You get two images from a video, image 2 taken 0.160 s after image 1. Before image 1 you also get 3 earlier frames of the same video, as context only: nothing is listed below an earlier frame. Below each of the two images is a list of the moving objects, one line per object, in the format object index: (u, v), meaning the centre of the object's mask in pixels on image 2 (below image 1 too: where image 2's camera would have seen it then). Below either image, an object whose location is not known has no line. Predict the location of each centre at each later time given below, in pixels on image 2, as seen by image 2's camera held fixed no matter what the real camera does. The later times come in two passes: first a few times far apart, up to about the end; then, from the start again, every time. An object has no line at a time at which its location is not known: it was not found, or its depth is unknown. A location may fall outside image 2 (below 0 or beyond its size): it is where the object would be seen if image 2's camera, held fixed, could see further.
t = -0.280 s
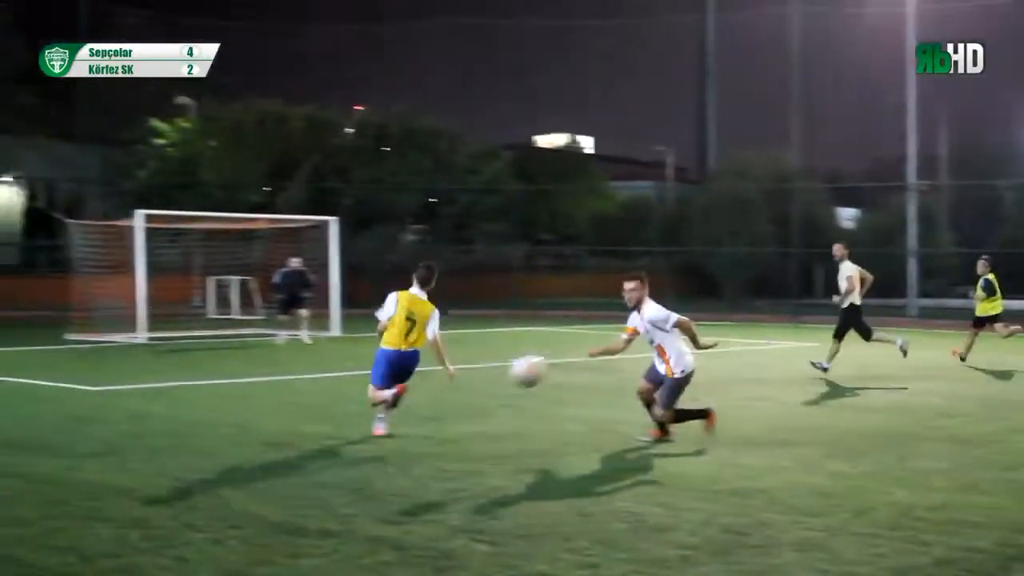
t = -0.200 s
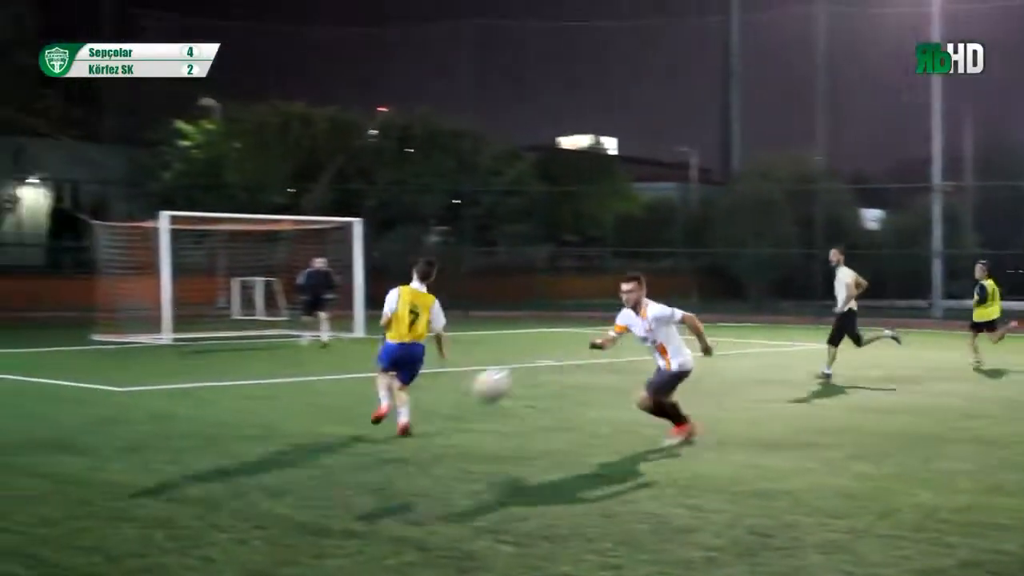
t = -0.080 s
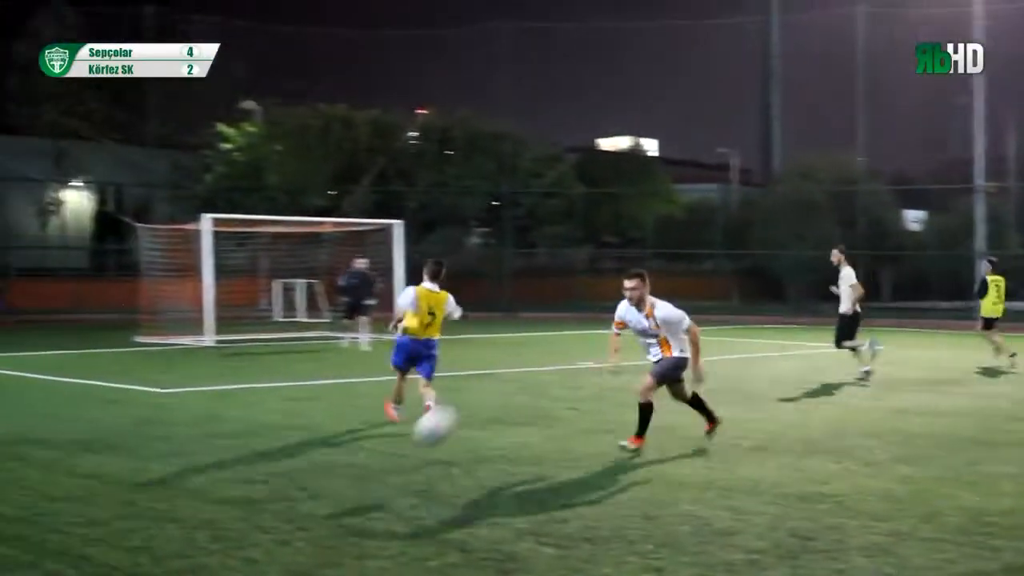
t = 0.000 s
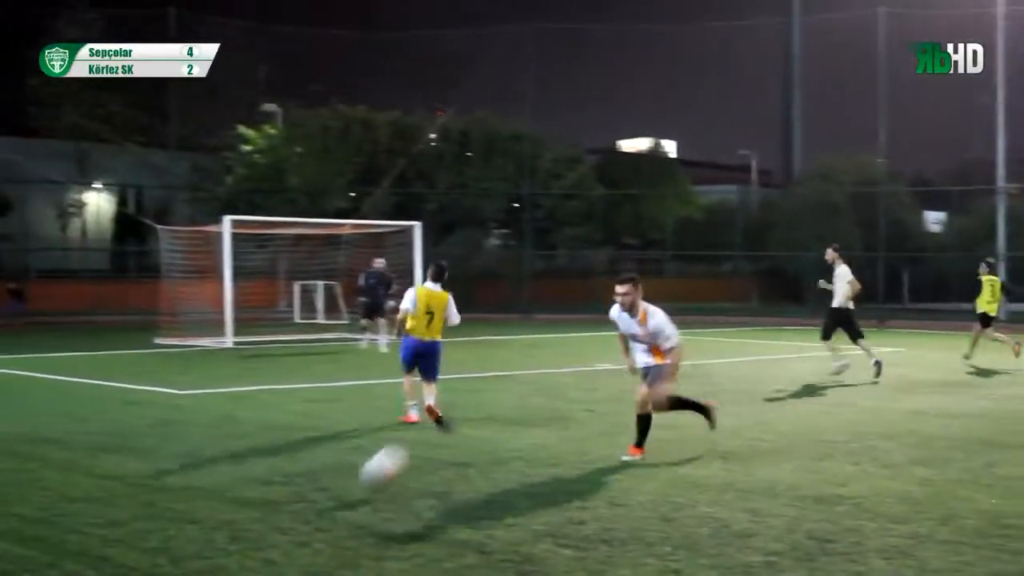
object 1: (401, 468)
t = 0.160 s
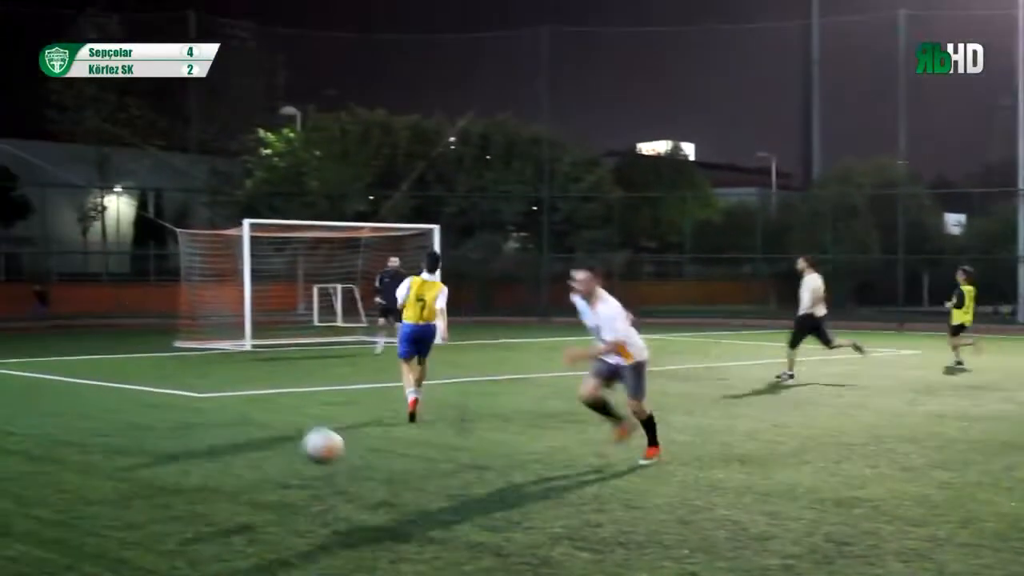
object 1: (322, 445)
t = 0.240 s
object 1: (288, 433)
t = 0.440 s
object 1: (196, 448)
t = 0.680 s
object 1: (67, 497)
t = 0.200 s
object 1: (306, 437)
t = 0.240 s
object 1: (288, 433)
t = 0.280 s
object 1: (270, 431)
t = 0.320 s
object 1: (253, 432)
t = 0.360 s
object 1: (235, 434)
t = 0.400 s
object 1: (215, 440)
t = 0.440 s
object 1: (196, 448)
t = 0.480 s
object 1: (178, 460)
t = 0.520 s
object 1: (158, 472)
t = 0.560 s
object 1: (137, 489)
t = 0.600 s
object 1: (116, 510)
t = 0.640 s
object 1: (92, 503)
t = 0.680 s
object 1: (67, 497)
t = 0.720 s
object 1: (40, 493)
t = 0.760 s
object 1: (14, 494)
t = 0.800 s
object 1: (-14, 496)
